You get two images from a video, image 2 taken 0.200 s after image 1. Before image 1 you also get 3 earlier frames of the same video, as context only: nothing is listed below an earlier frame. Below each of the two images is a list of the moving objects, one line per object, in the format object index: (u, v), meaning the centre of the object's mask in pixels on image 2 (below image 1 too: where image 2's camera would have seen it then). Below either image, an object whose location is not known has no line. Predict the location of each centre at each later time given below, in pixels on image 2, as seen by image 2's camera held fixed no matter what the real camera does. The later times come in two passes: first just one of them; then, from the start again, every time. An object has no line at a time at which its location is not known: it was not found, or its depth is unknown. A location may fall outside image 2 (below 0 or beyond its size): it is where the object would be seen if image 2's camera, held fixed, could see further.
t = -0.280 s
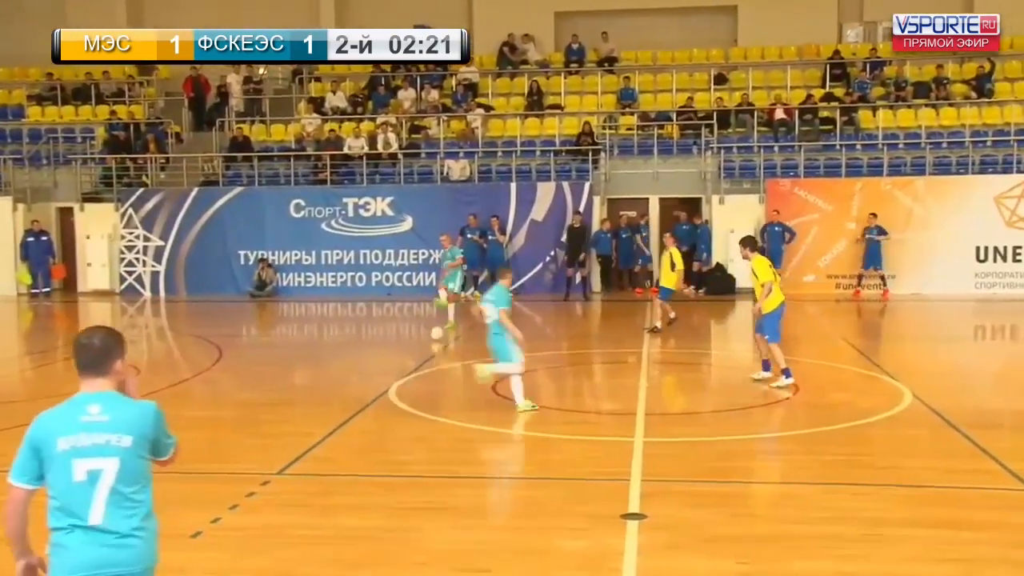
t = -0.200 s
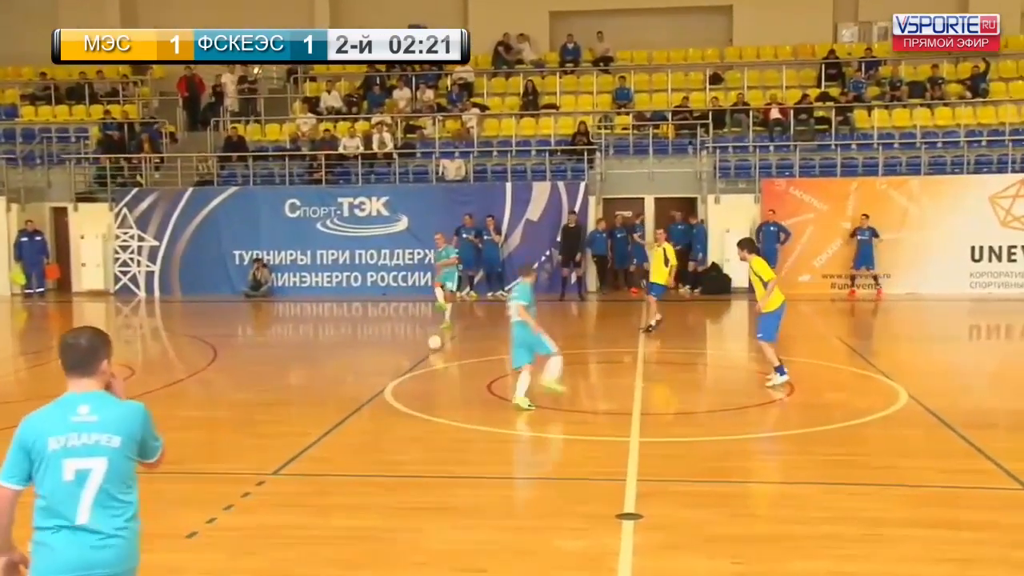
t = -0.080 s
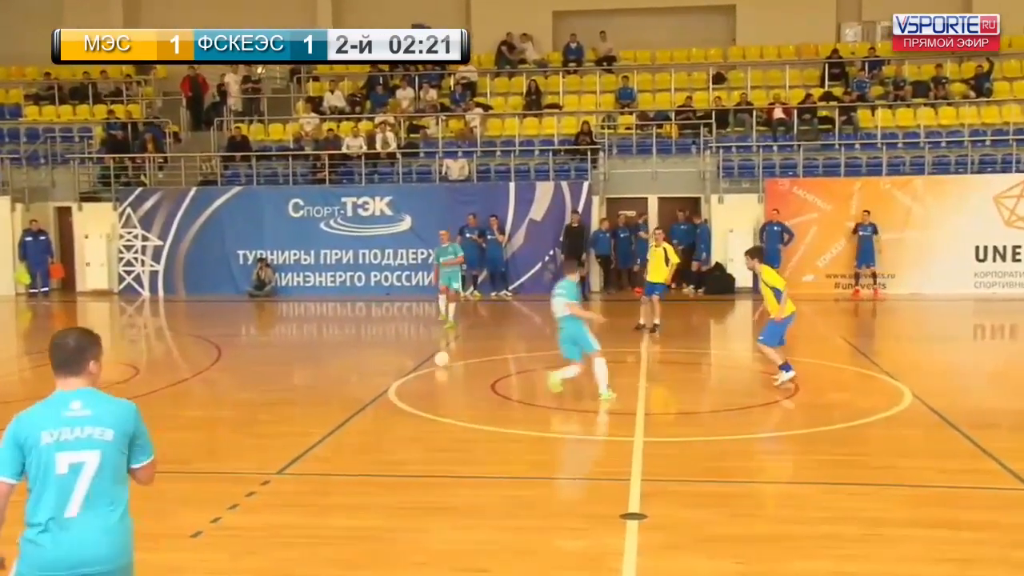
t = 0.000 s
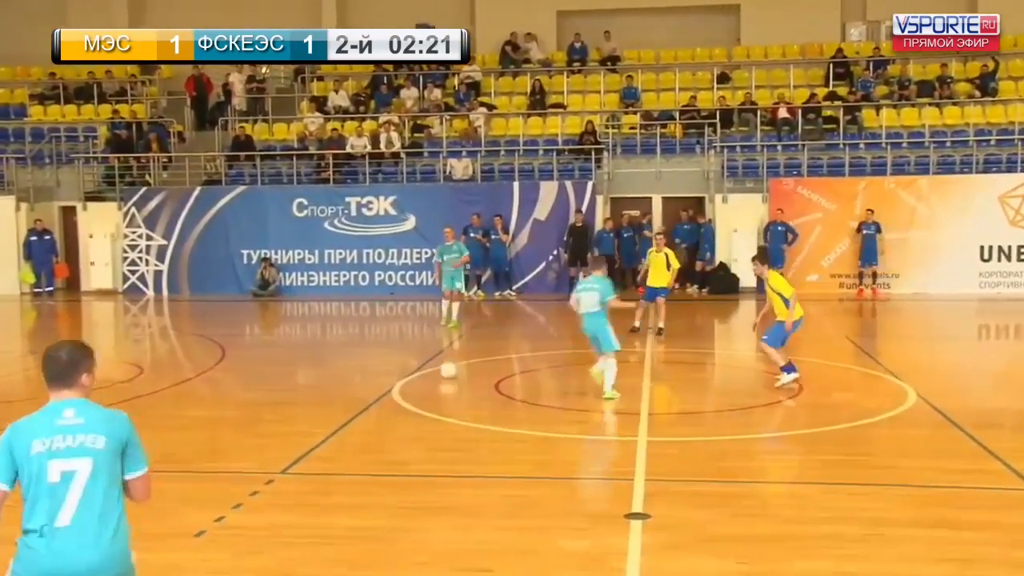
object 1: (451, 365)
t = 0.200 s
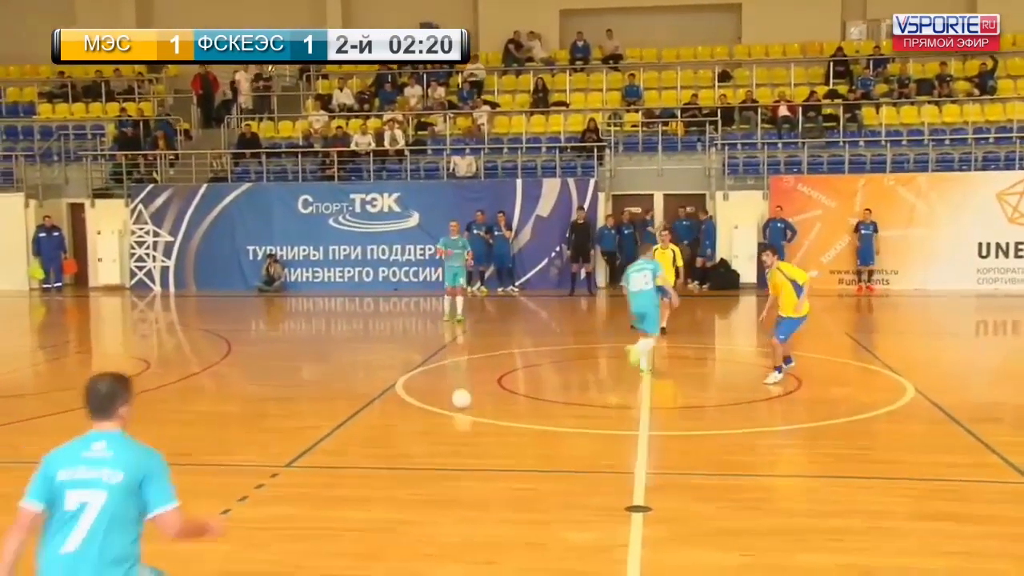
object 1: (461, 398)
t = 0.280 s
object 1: (466, 416)
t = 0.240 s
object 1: (463, 407)
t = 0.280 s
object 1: (466, 416)
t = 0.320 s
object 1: (468, 425)
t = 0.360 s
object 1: (472, 434)
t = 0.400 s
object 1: (474, 444)
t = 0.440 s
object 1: (478, 454)
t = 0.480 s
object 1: (481, 464)
